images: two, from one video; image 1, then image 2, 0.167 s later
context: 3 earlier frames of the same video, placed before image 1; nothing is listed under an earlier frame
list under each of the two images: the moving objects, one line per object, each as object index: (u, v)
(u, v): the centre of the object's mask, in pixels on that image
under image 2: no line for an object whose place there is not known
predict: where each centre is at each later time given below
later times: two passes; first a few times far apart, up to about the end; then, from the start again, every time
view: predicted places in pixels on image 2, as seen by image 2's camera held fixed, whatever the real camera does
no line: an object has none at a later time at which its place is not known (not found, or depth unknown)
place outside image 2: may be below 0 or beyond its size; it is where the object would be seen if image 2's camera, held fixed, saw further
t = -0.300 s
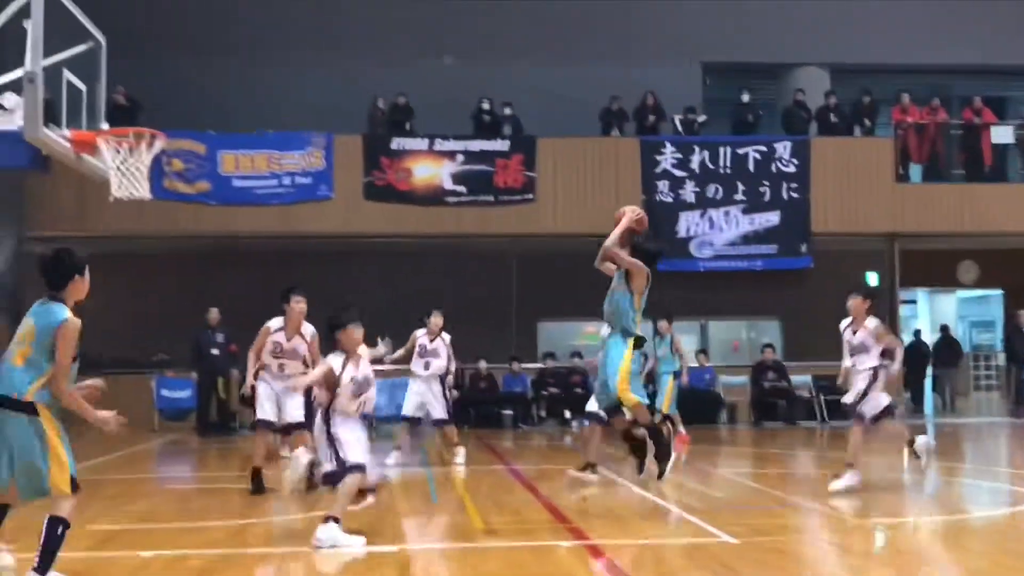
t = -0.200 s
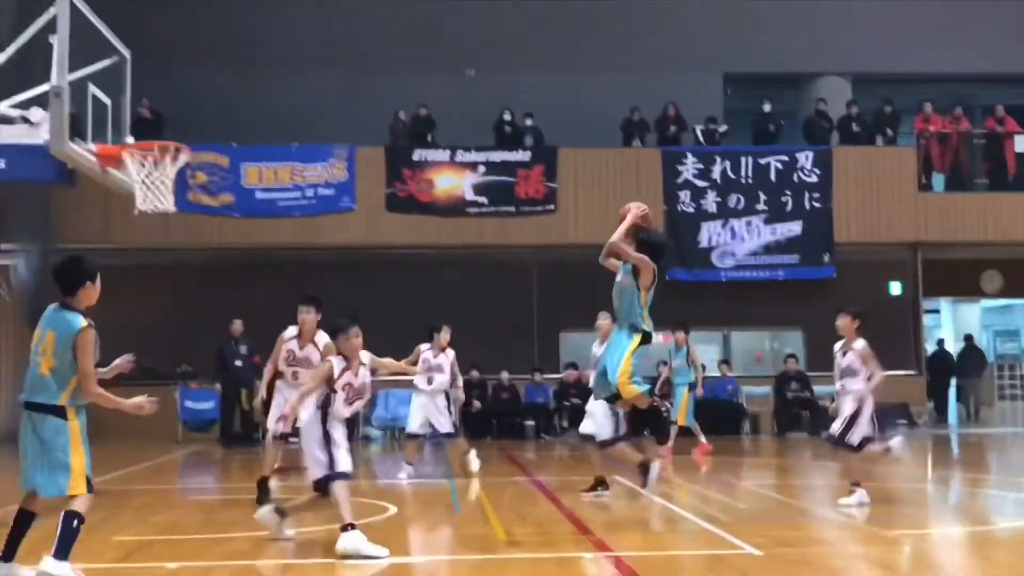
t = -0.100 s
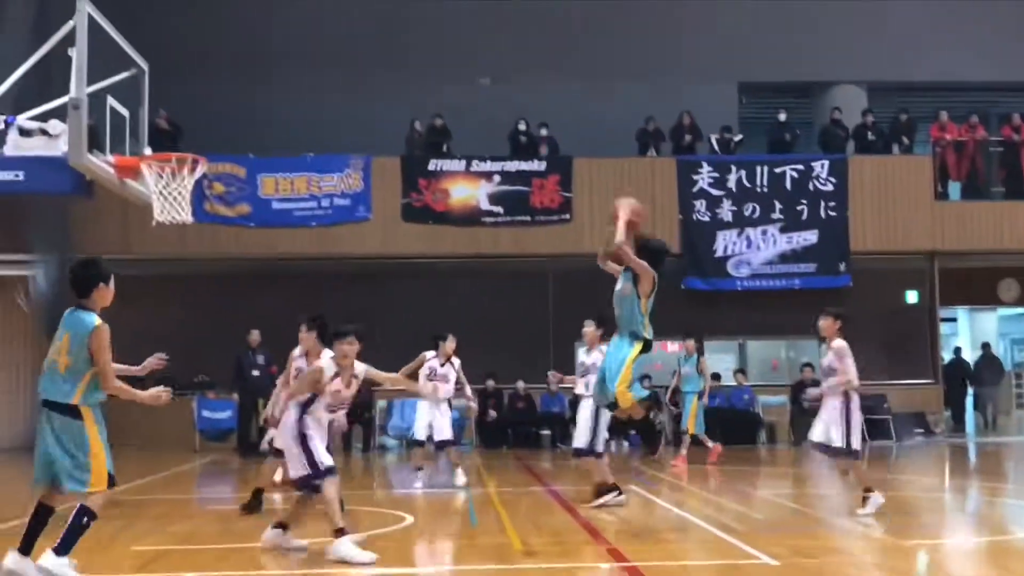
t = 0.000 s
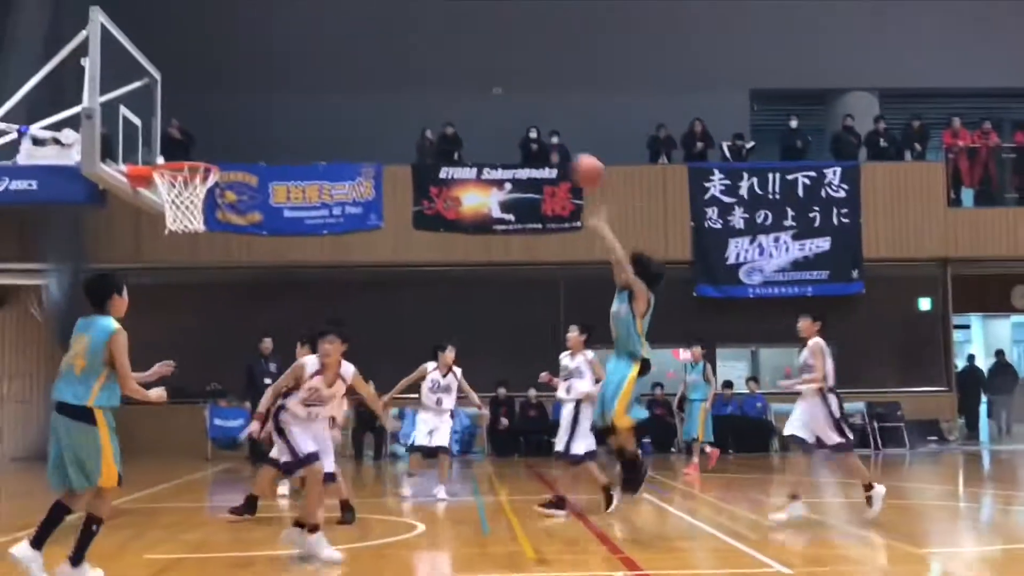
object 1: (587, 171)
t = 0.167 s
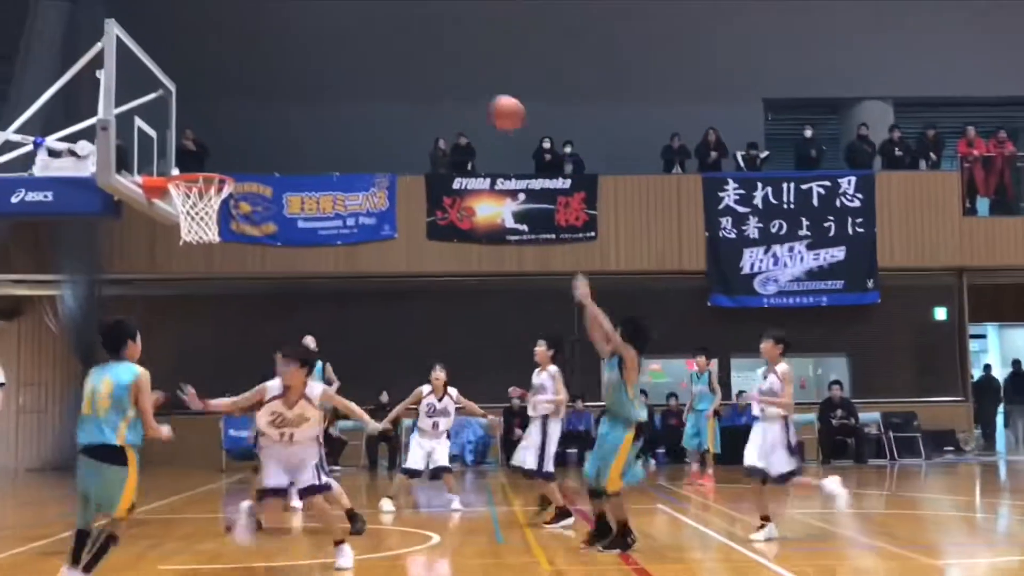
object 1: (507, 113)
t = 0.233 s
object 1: (471, 97)
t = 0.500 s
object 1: (331, 93)
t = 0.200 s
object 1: (489, 104)
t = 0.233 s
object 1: (471, 97)
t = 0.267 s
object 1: (453, 91)
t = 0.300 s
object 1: (435, 87)
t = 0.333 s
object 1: (417, 84)
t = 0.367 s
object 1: (400, 82)
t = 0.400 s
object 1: (382, 83)
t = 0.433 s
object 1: (365, 85)
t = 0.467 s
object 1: (348, 88)
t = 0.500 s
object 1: (331, 93)
